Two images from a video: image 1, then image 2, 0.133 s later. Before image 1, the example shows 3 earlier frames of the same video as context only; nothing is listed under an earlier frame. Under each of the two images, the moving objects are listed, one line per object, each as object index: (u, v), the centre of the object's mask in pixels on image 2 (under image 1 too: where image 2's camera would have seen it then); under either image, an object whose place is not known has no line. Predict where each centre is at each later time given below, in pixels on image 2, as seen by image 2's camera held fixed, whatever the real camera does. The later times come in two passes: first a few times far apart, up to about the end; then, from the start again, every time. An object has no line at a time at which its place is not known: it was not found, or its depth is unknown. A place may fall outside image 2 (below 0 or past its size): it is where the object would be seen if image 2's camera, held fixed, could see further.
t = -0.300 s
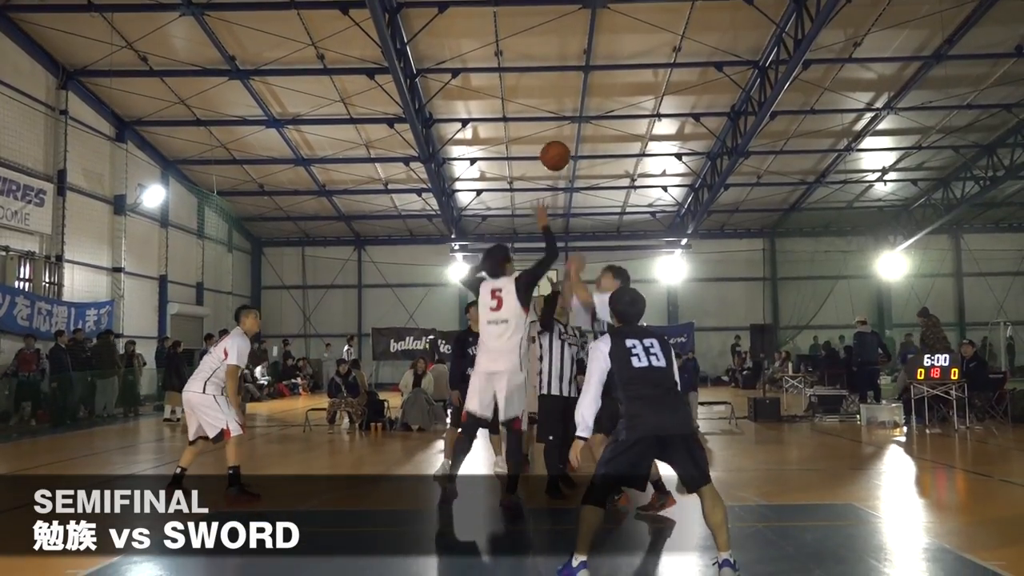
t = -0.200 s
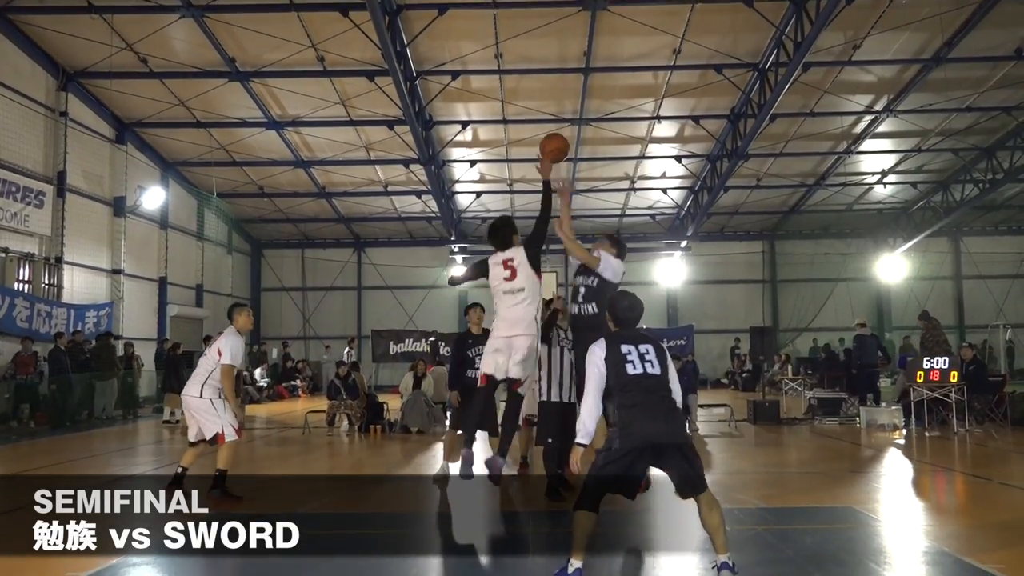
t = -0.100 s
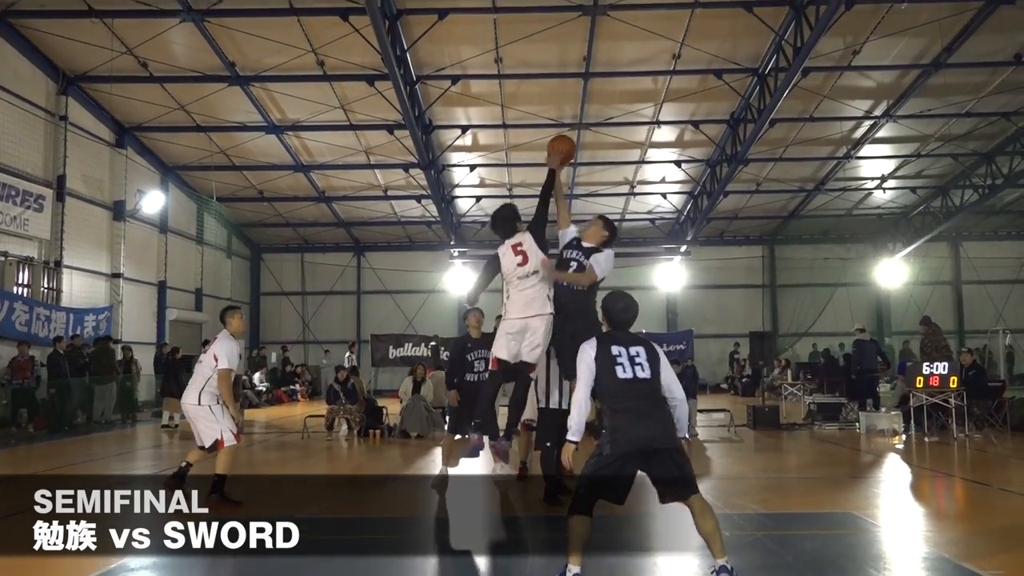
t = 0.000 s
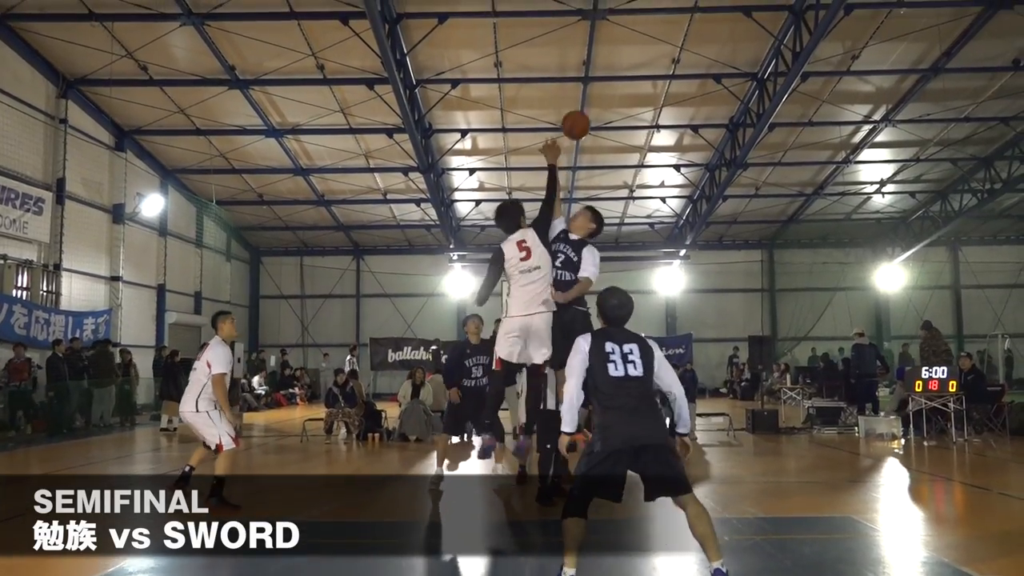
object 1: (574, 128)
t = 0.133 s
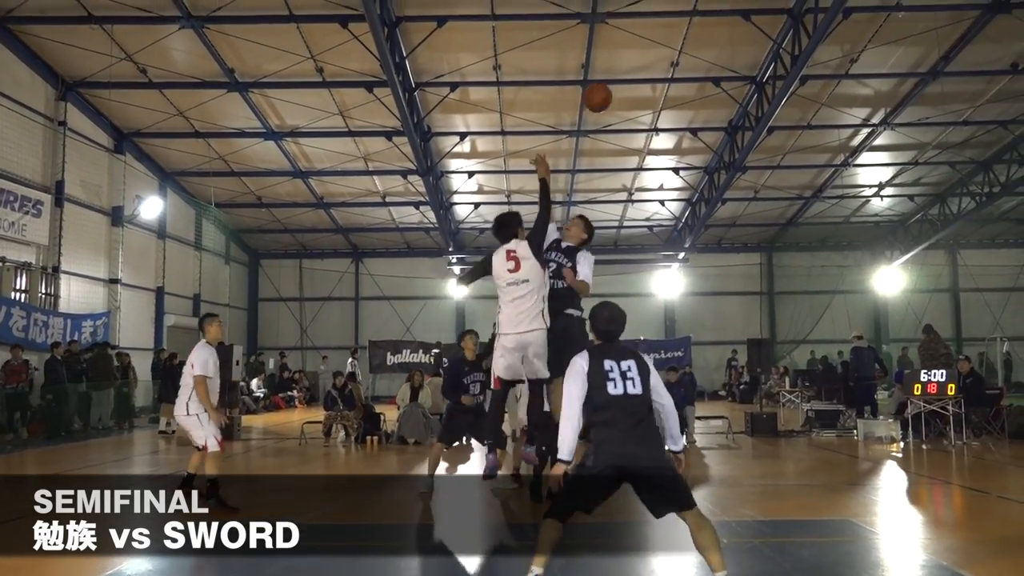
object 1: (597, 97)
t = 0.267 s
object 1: (620, 87)
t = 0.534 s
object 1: (668, 130)
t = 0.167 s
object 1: (602, 93)
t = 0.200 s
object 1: (608, 90)
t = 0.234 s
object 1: (614, 88)
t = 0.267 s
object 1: (620, 87)
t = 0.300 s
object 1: (626, 88)
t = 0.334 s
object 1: (631, 90)
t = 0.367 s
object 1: (638, 93)
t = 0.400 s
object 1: (643, 98)
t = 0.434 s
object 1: (649, 104)
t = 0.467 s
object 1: (656, 111)
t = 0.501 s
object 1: (662, 120)
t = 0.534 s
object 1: (668, 130)
